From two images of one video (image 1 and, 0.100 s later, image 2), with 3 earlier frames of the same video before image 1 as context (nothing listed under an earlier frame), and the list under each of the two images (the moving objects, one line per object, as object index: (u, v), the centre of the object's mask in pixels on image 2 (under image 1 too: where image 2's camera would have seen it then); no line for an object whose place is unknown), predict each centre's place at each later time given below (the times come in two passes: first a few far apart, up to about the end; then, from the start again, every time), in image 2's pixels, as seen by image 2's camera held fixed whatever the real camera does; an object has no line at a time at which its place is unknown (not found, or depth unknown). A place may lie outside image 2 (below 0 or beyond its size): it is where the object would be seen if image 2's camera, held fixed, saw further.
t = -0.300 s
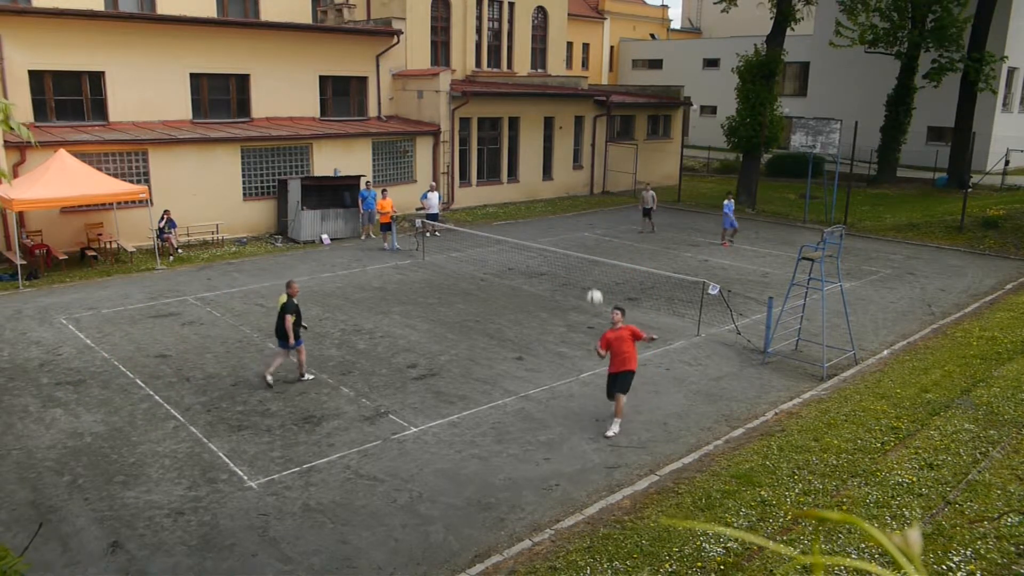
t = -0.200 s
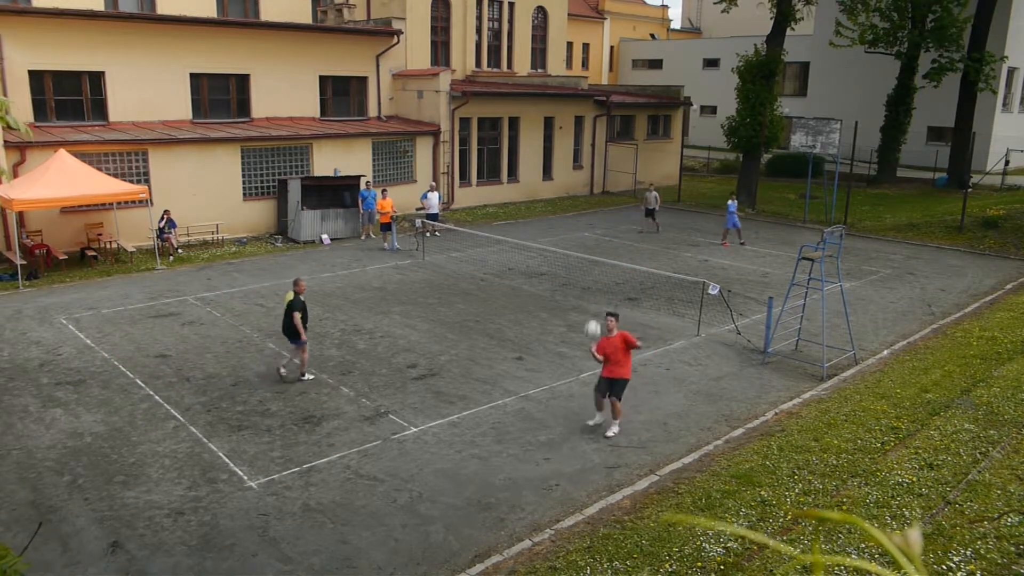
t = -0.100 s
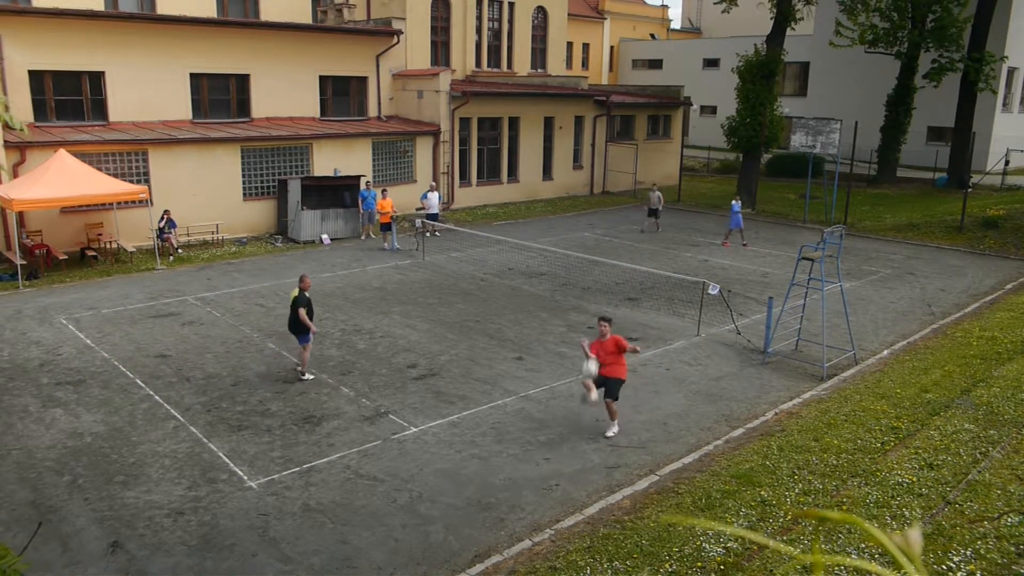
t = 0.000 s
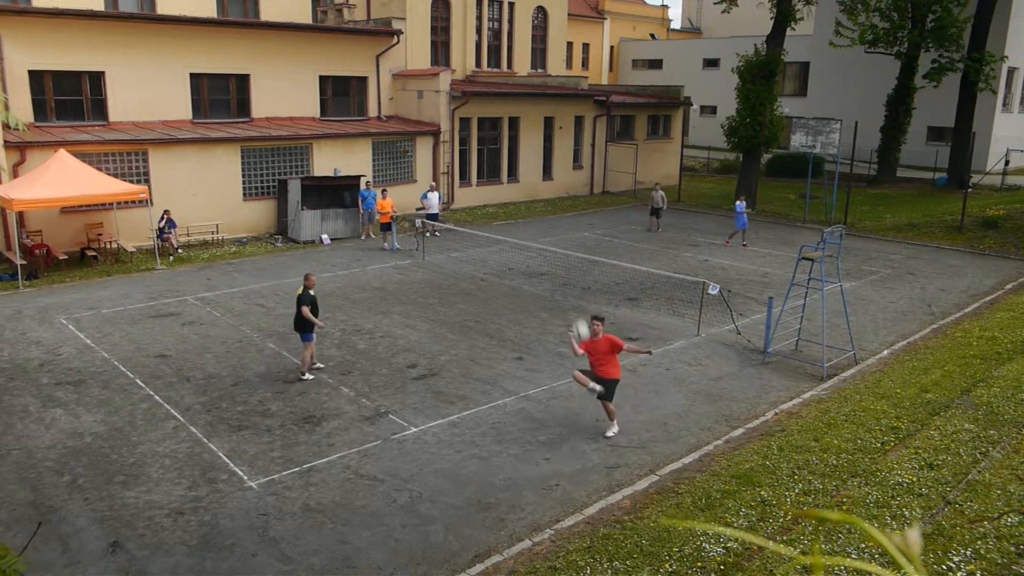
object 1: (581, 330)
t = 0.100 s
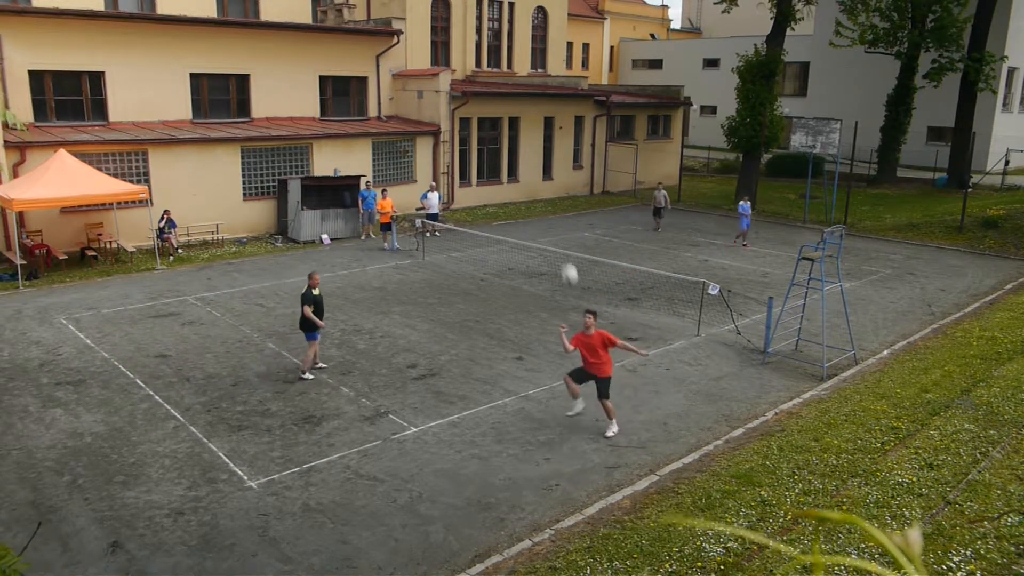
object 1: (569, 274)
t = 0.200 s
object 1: (558, 225)
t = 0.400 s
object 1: (535, 150)
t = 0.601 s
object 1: (511, 106)
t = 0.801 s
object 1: (488, 91)
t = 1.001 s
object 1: (467, 104)
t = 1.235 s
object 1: (444, 152)
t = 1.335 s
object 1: (436, 181)
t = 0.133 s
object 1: (566, 257)
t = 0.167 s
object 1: (562, 240)
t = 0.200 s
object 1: (558, 225)
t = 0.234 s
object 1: (554, 210)
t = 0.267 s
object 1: (550, 196)
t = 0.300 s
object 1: (547, 181)
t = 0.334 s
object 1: (543, 171)
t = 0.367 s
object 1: (539, 161)
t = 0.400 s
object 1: (535, 150)
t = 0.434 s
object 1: (530, 140)
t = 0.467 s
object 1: (526, 131)
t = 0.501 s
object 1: (522, 124)
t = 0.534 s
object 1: (518, 117)
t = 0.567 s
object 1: (514, 111)
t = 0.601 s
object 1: (511, 106)
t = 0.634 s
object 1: (507, 100)
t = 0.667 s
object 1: (503, 97)
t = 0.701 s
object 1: (499, 95)
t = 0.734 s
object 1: (495, 93)
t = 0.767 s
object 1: (492, 92)
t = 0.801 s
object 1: (488, 91)
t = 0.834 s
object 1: (485, 91)
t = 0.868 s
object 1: (481, 92)
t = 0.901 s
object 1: (477, 94)
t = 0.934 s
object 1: (474, 96)
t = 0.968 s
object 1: (470, 100)
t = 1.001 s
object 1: (467, 104)
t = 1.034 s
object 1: (464, 109)
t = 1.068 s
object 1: (461, 114)
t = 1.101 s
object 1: (458, 120)
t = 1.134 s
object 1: (454, 127)
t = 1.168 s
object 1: (451, 135)
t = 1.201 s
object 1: (448, 143)
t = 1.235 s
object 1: (444, 152)
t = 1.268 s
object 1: (441, 161)
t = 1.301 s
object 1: (438, 171)
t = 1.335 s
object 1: (436, 181)
